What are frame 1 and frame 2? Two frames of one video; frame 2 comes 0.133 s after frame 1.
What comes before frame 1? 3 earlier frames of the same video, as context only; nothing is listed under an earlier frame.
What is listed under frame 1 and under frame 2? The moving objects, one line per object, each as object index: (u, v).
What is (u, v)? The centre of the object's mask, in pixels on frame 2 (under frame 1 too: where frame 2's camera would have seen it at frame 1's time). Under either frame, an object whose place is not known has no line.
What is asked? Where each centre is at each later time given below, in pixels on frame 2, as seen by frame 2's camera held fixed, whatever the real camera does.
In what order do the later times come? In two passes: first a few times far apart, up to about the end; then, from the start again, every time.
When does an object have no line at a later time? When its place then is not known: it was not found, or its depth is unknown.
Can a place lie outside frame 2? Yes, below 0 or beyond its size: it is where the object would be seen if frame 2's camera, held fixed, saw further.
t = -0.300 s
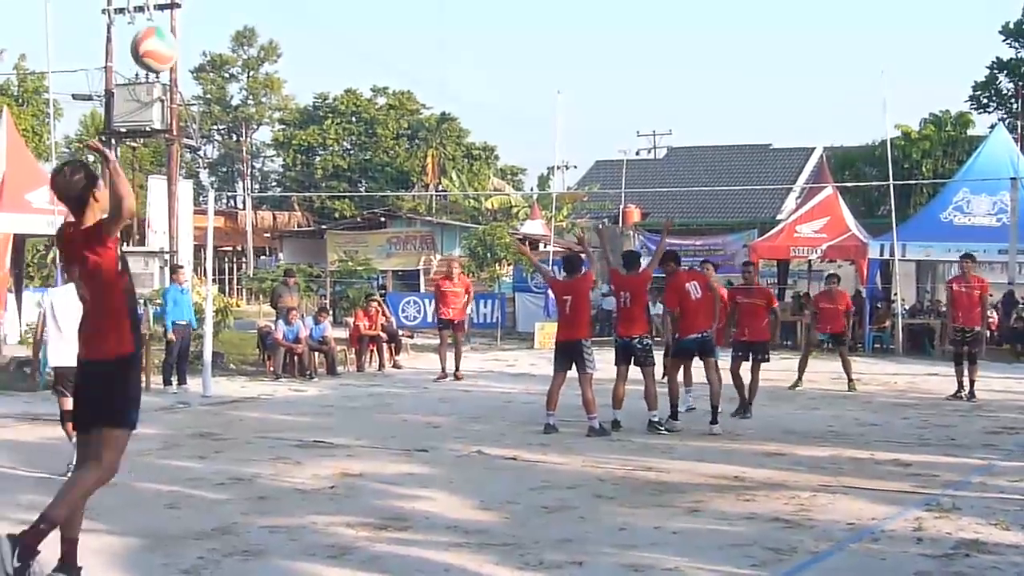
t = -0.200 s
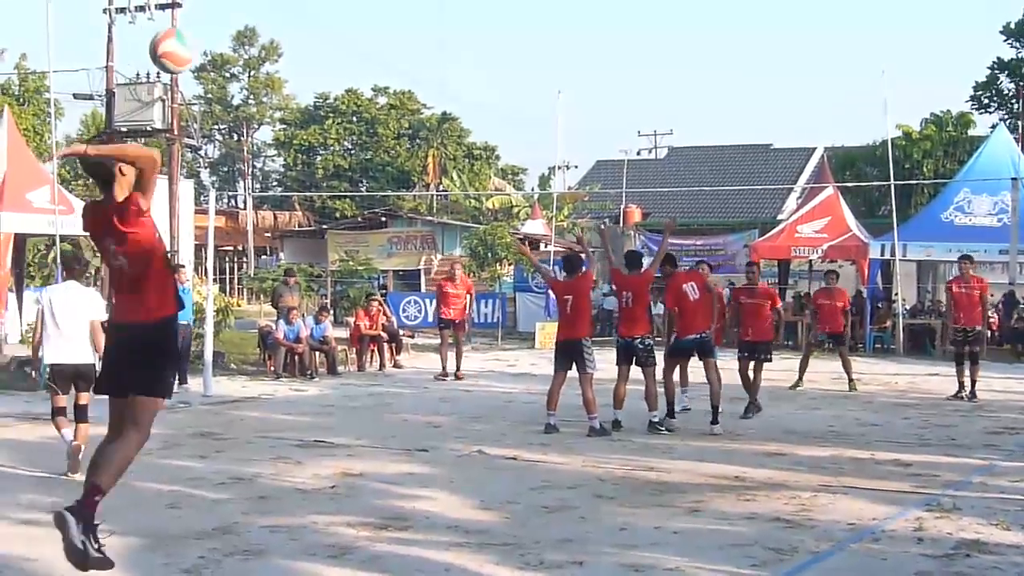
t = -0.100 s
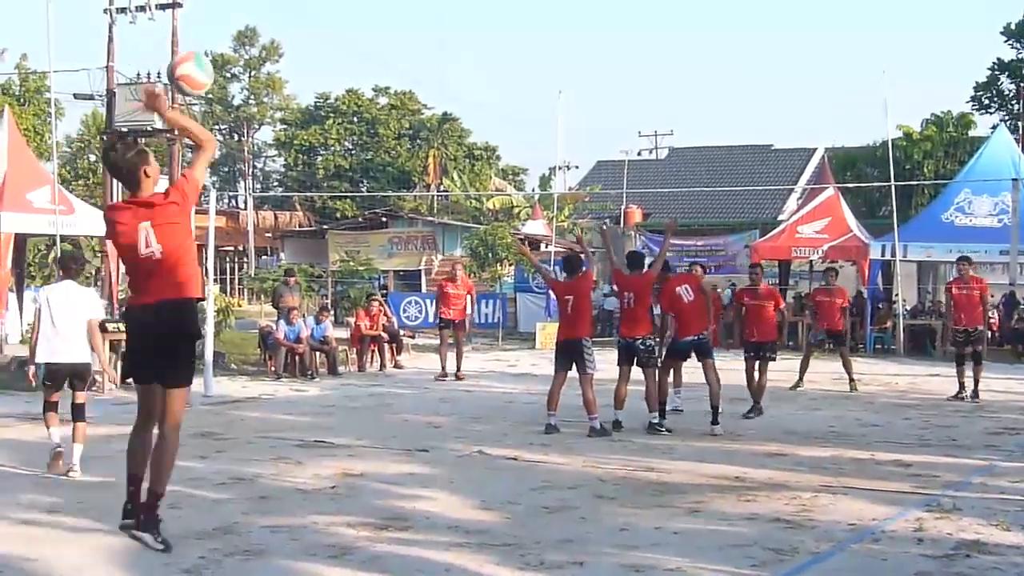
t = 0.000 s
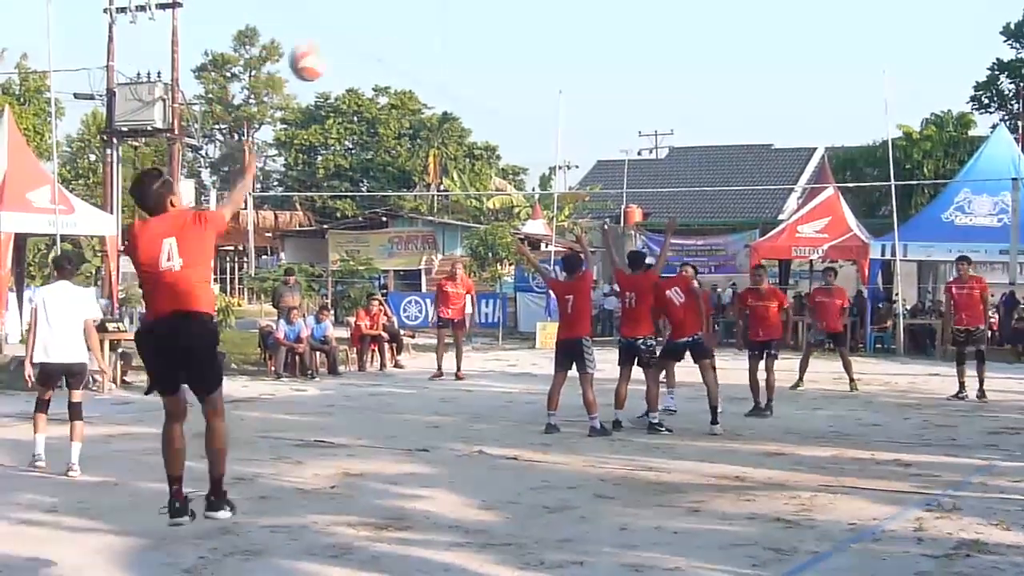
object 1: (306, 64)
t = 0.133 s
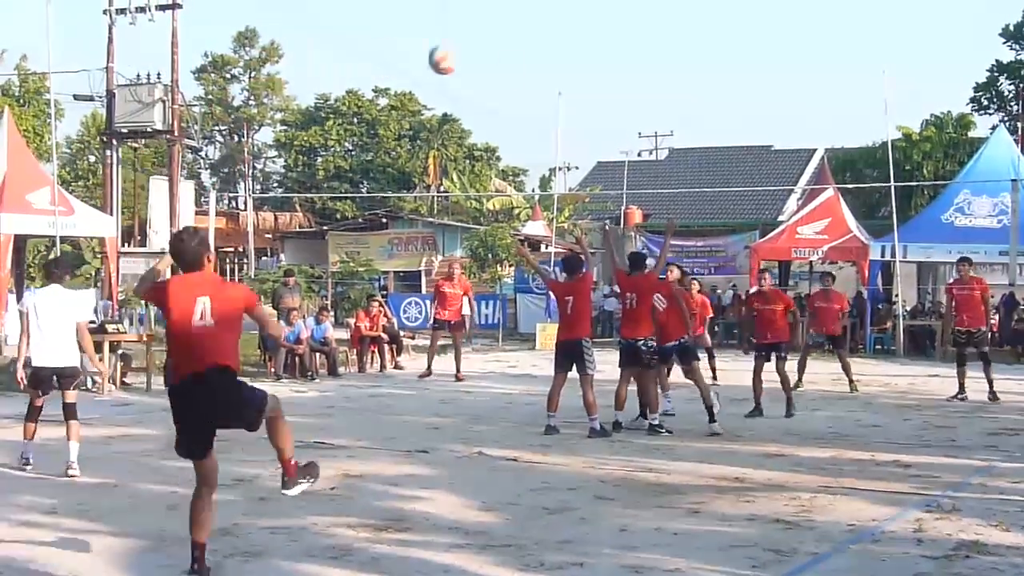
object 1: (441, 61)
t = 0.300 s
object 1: (545, 84)
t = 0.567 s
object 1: (633, 157)
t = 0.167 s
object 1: (467, 64)
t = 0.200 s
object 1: (489, 66)
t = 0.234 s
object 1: (508, 73)
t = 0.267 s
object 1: (528, 78)
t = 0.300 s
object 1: (545, 84)
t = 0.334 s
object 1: (560, 92)
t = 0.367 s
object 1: (574, 100)
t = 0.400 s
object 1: (587, 109)
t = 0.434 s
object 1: (598, 118)
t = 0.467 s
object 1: (609, 127)
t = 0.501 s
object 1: (617, 137)
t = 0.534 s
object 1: (626, 148)
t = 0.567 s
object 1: (633, 157)
